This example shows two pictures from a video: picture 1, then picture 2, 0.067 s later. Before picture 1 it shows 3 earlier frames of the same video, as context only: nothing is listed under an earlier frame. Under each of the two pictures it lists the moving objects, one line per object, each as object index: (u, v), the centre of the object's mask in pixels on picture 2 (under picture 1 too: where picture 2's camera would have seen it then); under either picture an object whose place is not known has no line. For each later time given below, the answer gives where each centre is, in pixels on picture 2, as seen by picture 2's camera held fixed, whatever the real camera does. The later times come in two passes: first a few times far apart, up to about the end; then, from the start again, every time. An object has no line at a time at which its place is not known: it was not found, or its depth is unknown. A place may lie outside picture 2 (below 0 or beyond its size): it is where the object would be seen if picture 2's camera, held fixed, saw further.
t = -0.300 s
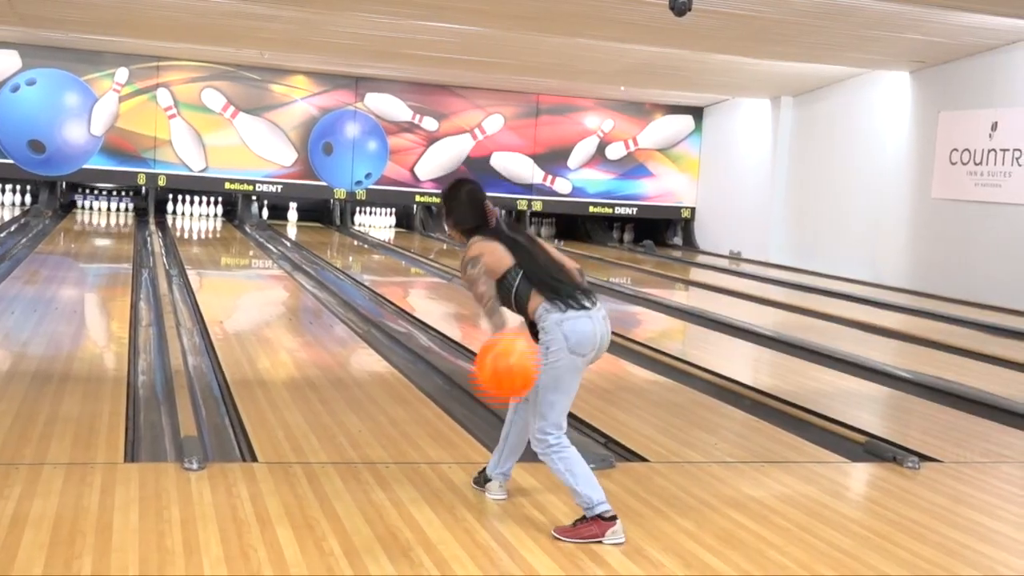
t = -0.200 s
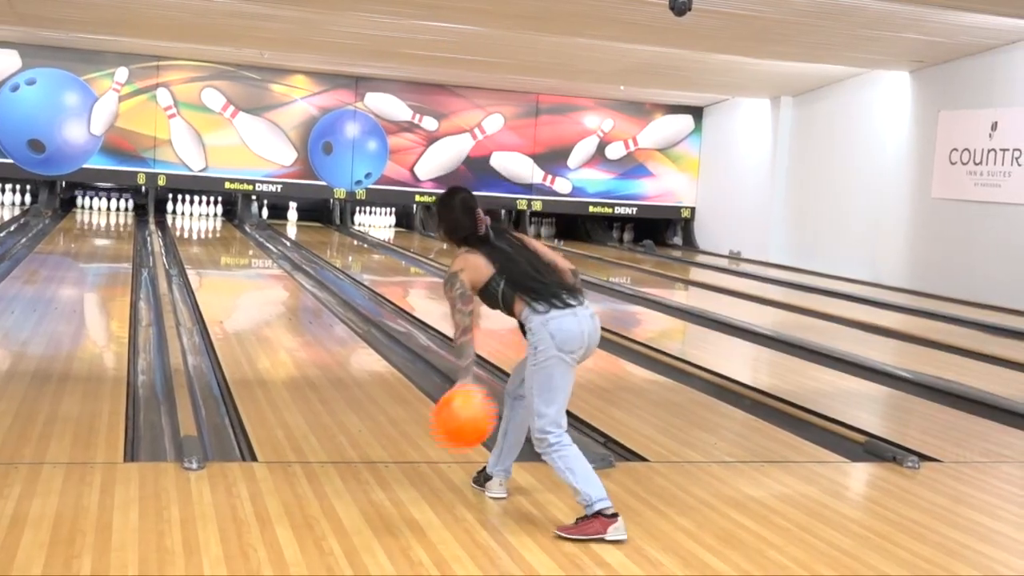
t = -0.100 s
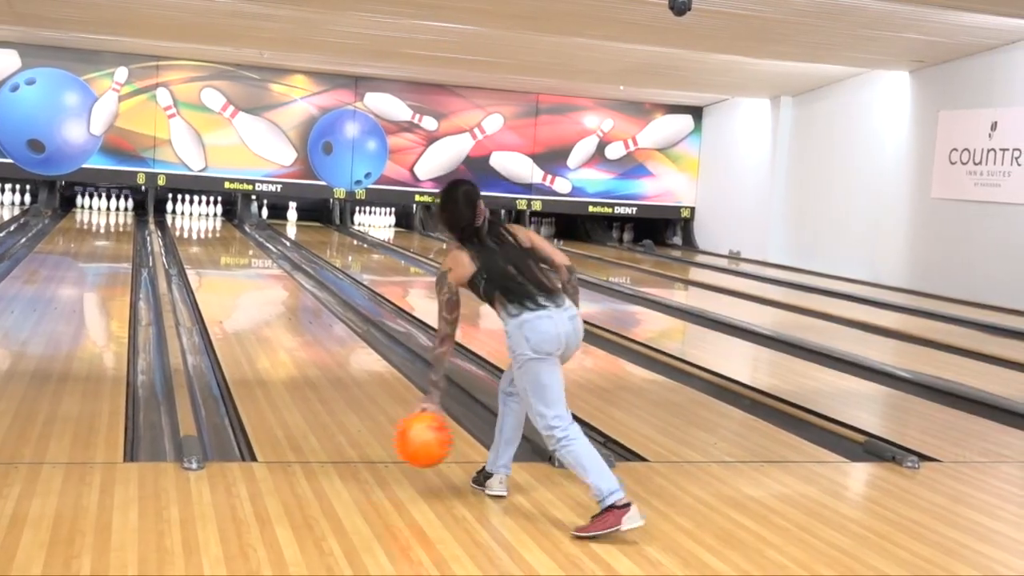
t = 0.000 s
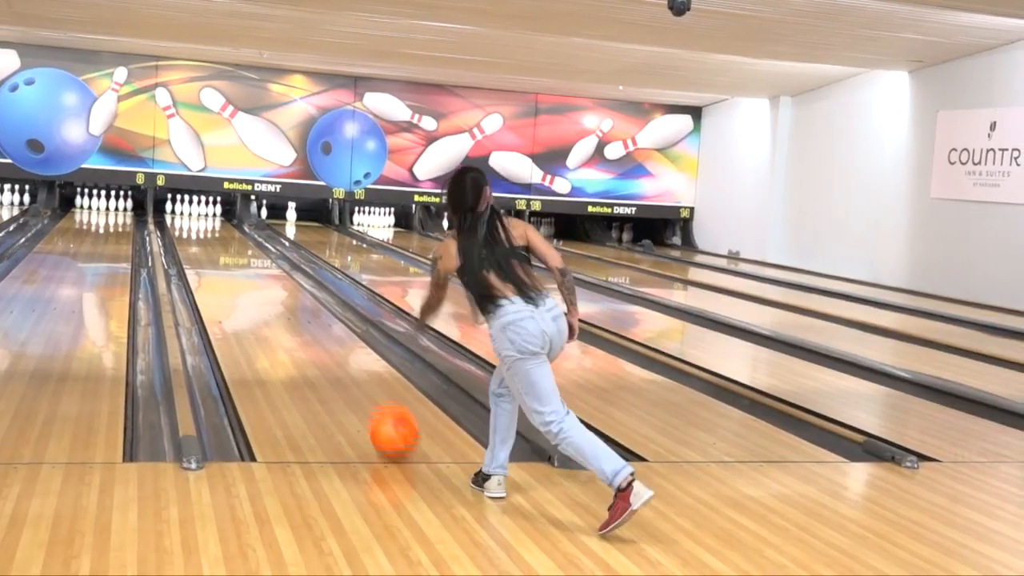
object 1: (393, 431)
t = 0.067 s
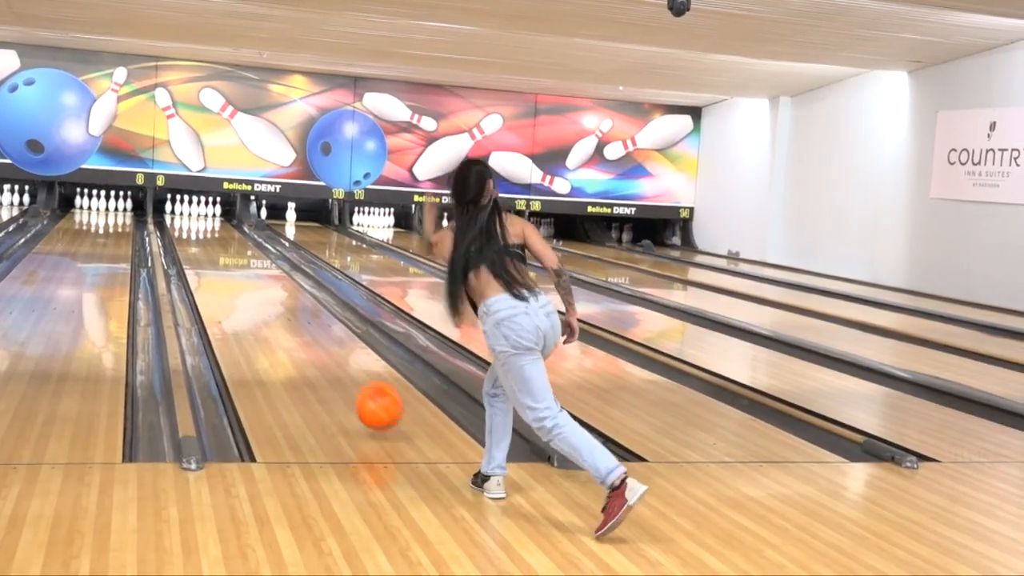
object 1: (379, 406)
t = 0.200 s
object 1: (355, 386)
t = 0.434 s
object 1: (323, 345)
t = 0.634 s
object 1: (302, 320)
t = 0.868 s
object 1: (285, 299)
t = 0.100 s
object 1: (373, 398)
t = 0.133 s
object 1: (366, 393)
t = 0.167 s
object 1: (361, 390)
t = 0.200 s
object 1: (355, 386)
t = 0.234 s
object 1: (349, 379)
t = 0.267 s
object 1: (344, 372)
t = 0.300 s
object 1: (339, 367)
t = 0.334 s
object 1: (335, 361)
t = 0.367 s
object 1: (331, 355)
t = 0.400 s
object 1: (326, 350)
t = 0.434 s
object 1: (323, 345)
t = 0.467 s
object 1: (319, 340)
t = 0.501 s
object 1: (315, 336)
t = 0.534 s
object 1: (312, 332)
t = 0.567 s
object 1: (308, 328)
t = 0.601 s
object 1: (305, 324)
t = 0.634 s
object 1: (302, 320)
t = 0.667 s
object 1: (299, 317)
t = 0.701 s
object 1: (297, 313)
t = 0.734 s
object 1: (294, 311)
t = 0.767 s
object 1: (292, 308)
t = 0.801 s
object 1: (289, 305)
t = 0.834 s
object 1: (287, 302)
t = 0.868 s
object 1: (285, 299)
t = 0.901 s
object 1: (283, 296)
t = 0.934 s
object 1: (281, 294)
